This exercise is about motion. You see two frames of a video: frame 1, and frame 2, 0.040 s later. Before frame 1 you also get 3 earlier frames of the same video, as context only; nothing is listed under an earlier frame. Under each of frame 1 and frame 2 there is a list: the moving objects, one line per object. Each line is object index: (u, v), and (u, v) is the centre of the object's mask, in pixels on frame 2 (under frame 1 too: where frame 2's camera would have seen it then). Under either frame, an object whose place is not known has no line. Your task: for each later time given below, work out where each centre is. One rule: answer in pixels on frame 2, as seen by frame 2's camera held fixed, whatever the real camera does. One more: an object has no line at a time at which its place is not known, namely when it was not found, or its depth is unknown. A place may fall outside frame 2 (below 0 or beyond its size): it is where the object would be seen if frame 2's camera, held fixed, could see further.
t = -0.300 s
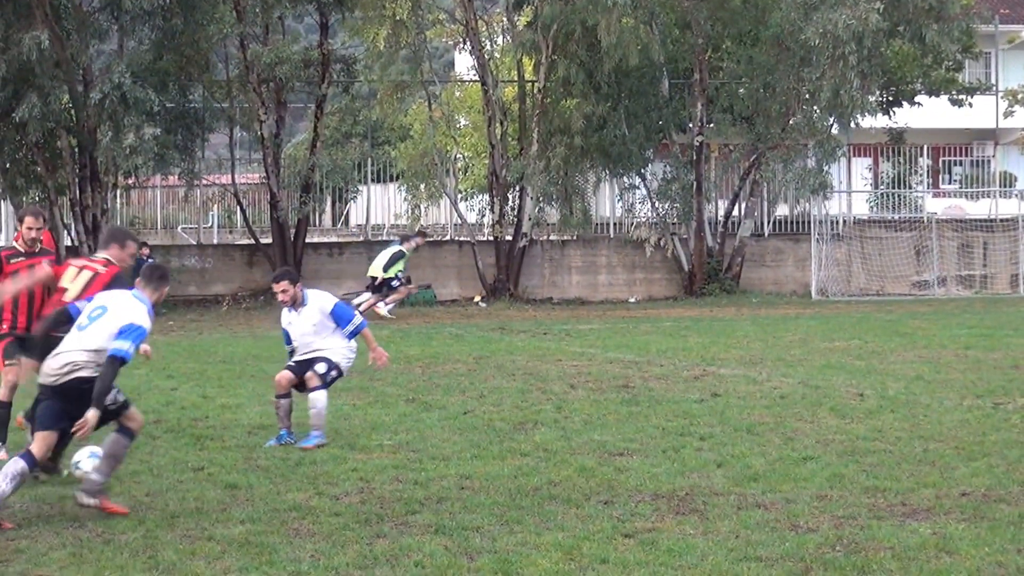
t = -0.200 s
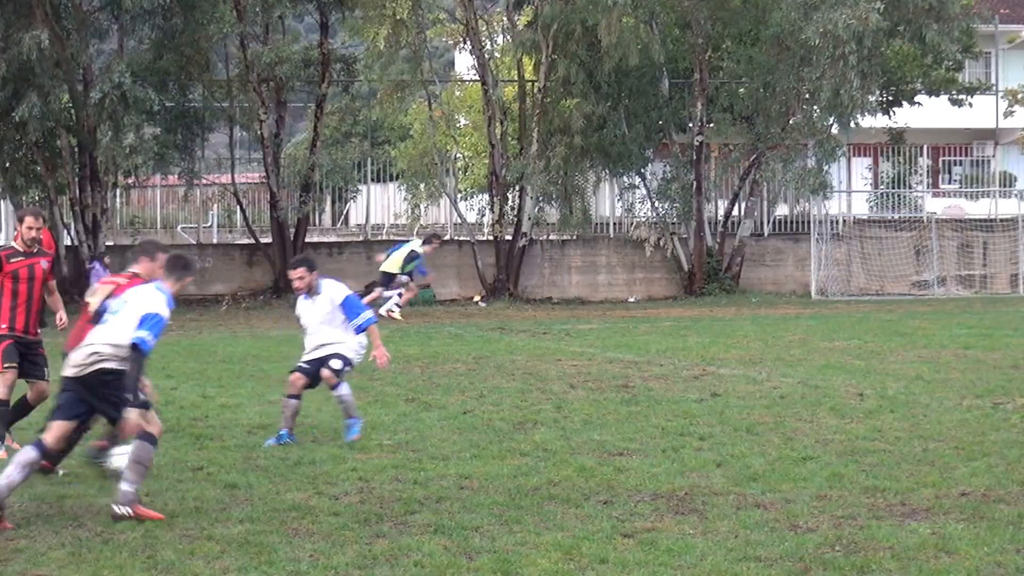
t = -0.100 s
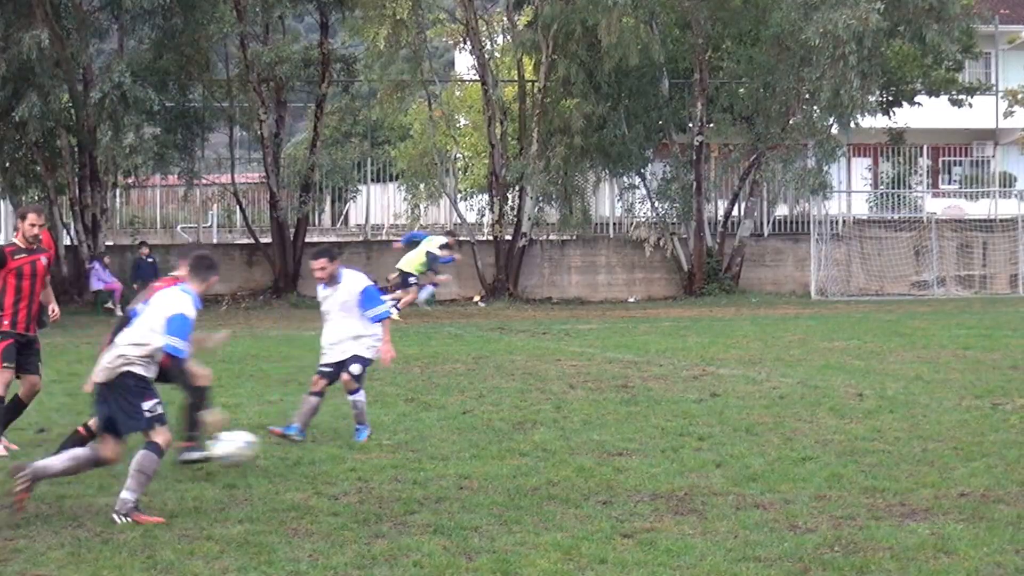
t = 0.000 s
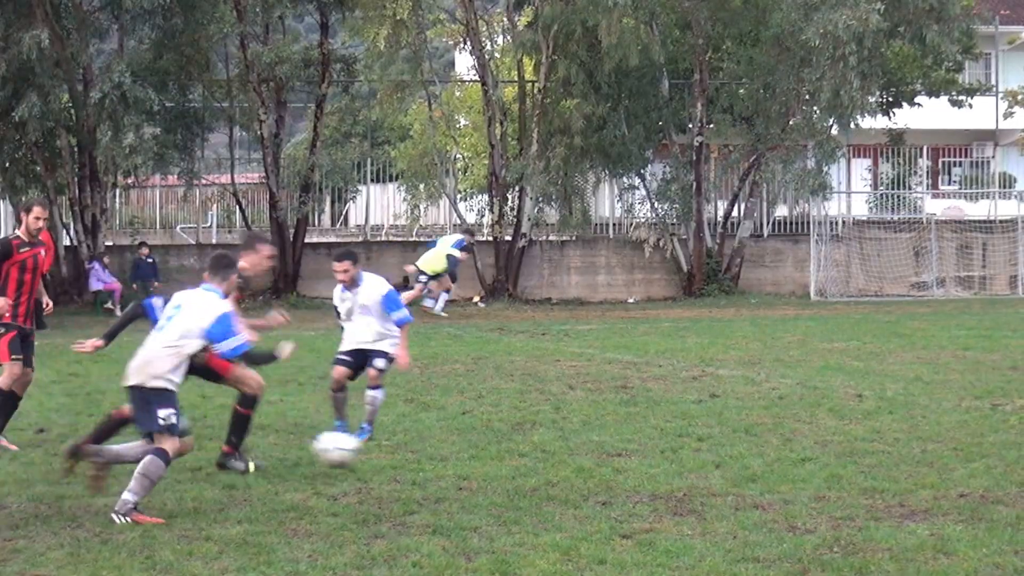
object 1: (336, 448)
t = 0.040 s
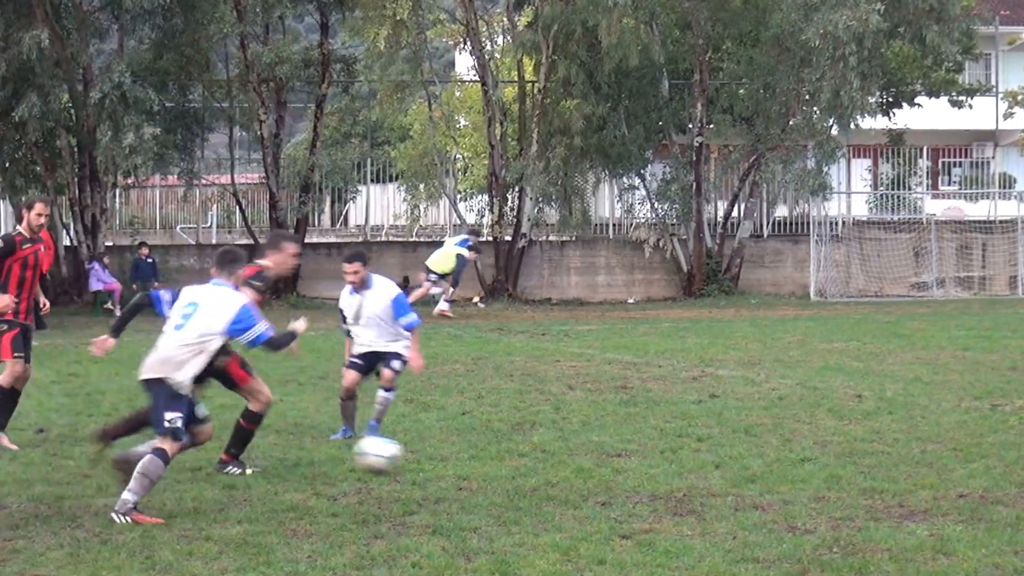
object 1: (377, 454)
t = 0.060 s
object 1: (398, 456)
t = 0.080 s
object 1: (419, 456)
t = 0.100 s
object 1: (438, 454)
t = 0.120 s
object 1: (455, 454)
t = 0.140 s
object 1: (473, 453)
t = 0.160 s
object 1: (490, 452)
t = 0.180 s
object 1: (507, 451)
